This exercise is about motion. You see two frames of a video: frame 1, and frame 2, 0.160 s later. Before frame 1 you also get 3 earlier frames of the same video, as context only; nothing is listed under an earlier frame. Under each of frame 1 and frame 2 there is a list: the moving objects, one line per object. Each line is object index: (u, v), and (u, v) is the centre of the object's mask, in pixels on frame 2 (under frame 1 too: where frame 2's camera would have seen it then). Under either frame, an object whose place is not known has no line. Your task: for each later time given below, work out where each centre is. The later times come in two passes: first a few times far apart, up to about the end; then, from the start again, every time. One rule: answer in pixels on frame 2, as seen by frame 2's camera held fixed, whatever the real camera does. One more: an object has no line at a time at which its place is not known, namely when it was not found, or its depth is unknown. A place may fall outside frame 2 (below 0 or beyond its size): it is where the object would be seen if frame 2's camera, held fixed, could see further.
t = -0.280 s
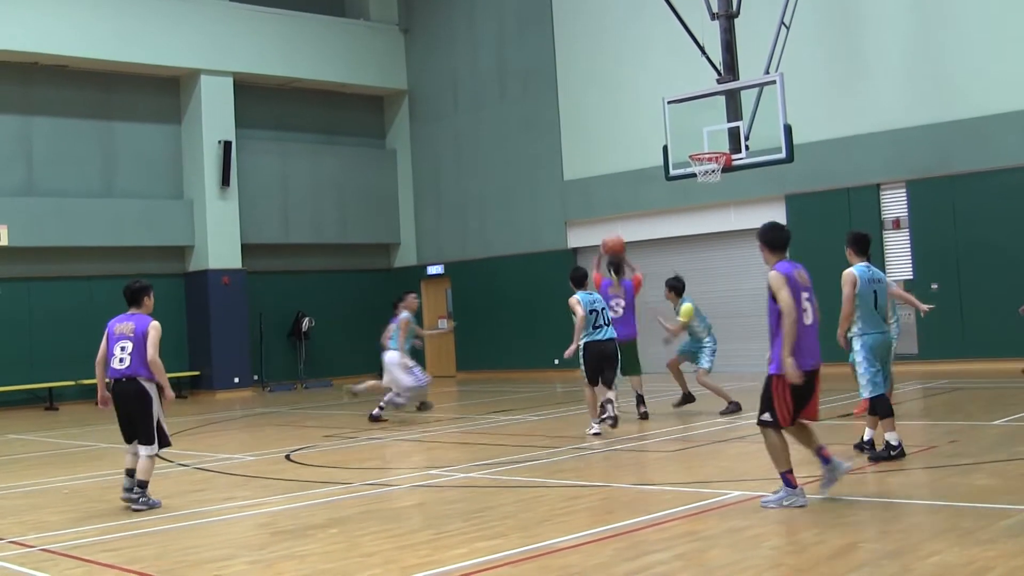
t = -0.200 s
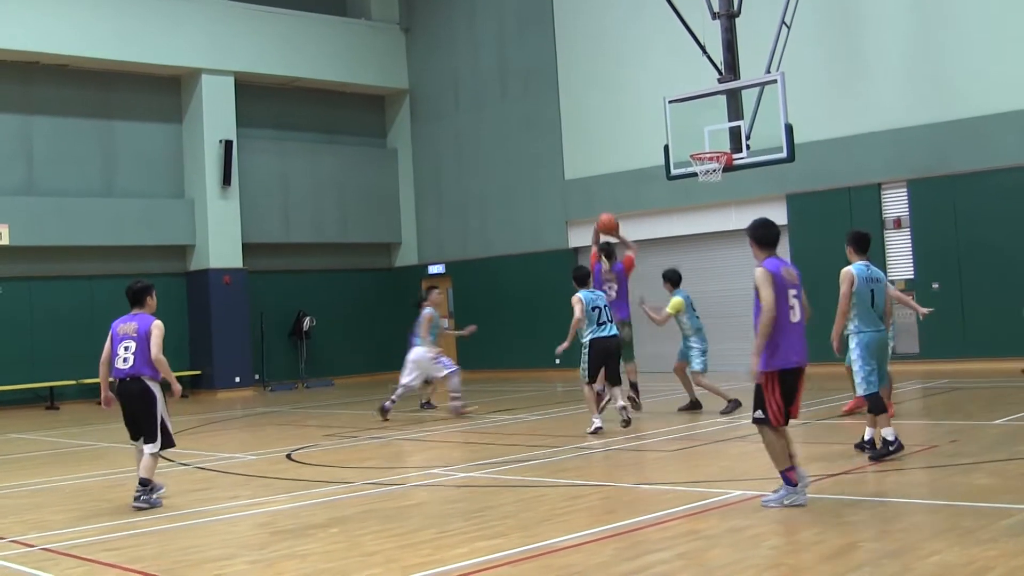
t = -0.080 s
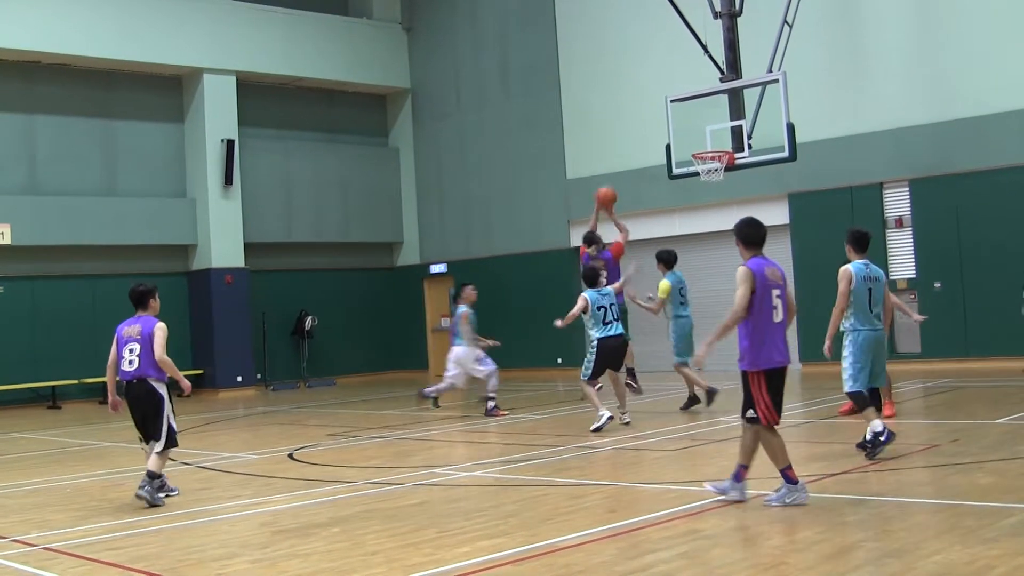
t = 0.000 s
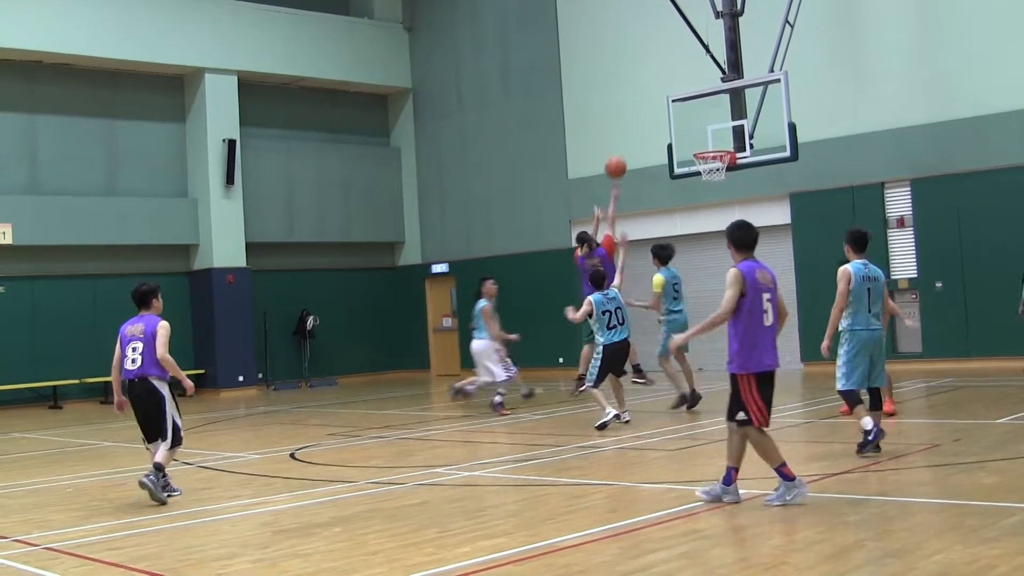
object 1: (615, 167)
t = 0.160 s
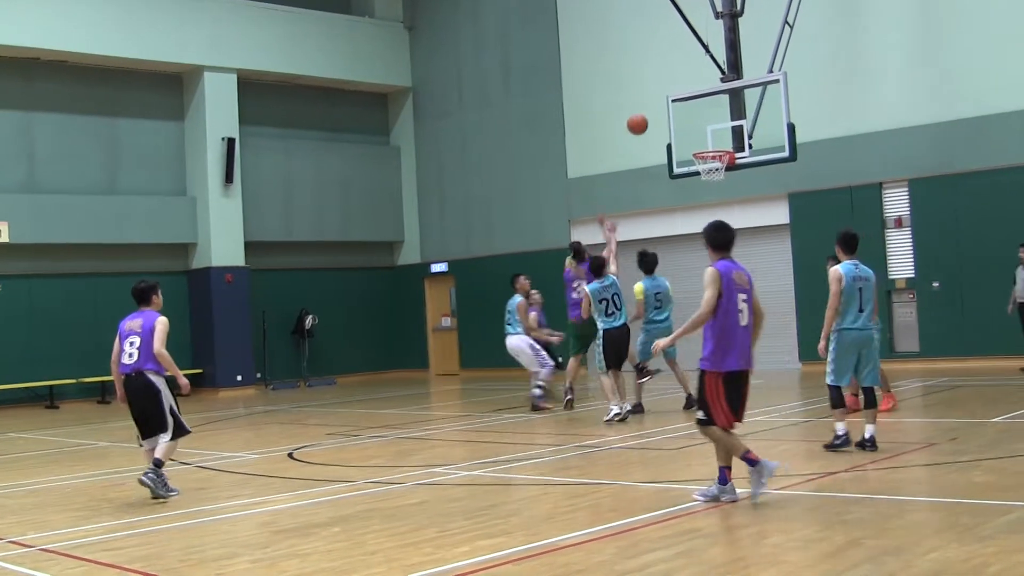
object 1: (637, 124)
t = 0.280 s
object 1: (654, 107)
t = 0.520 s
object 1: (689, 109)
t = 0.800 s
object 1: (718, 143)
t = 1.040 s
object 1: (695, 137)
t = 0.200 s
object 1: (643, 117)
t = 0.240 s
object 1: (648, 112)
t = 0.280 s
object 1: (654, 107)
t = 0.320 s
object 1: (660, 104)
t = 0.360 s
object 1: (665, 103)
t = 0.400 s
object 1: (672, 102)
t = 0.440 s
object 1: (677, 103)
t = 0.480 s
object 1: (683, 105)
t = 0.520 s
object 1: (689, 109)
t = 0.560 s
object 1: (695, 113)
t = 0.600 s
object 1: (701, 119)
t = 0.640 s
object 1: (707, 126)
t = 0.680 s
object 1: (713, 135)
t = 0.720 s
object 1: (718, 142)
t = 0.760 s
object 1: (718, 143)
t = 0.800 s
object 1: (718, 143)
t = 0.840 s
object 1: (718, 144)
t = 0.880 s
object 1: (714, 142)
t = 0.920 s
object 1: (709, 140)
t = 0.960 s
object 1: (705, 138)
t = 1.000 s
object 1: (700, 137)
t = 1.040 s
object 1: (695, 137)
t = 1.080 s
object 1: (691, 139)
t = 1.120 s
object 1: (687, 142)
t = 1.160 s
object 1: (683, 145)
